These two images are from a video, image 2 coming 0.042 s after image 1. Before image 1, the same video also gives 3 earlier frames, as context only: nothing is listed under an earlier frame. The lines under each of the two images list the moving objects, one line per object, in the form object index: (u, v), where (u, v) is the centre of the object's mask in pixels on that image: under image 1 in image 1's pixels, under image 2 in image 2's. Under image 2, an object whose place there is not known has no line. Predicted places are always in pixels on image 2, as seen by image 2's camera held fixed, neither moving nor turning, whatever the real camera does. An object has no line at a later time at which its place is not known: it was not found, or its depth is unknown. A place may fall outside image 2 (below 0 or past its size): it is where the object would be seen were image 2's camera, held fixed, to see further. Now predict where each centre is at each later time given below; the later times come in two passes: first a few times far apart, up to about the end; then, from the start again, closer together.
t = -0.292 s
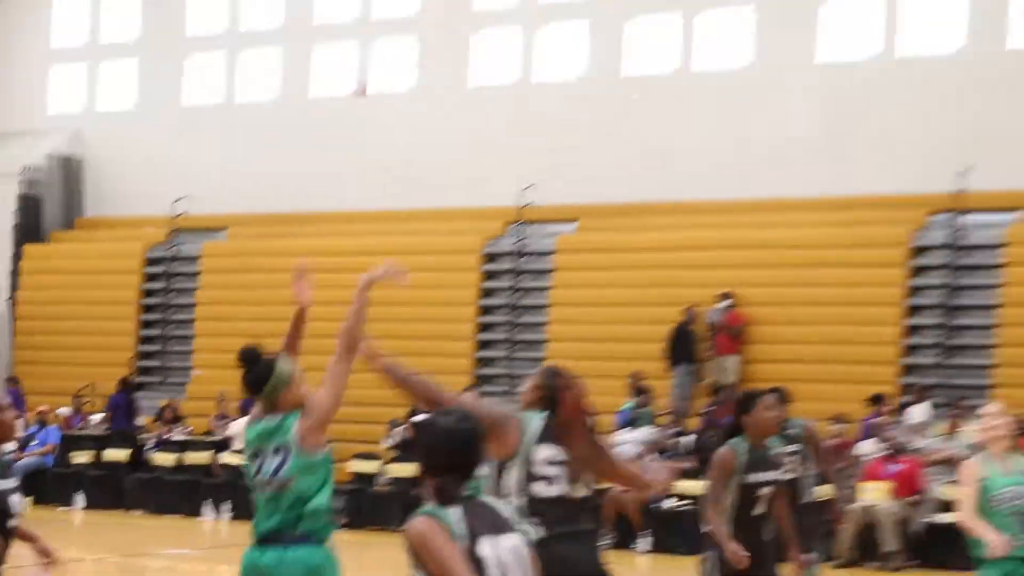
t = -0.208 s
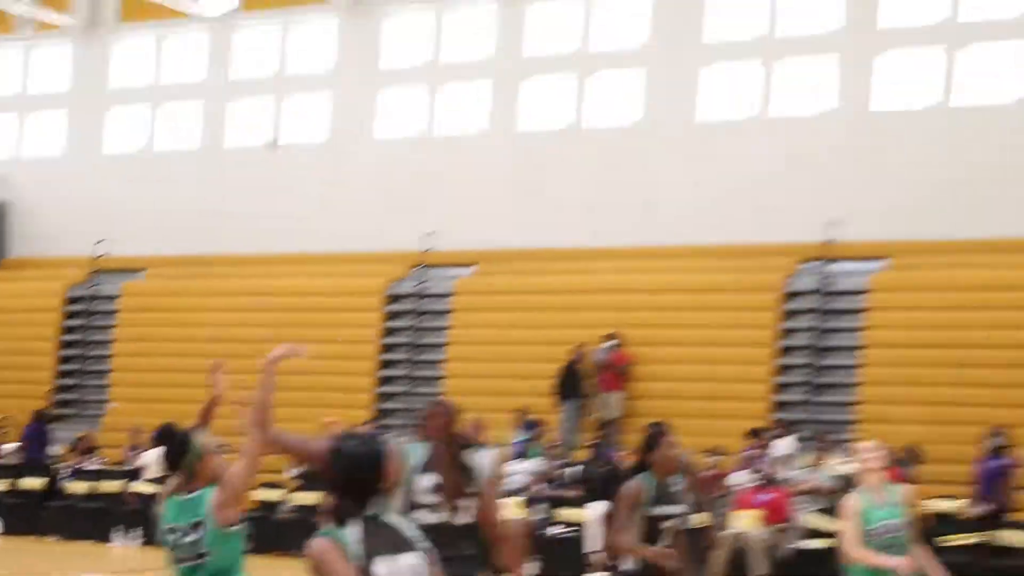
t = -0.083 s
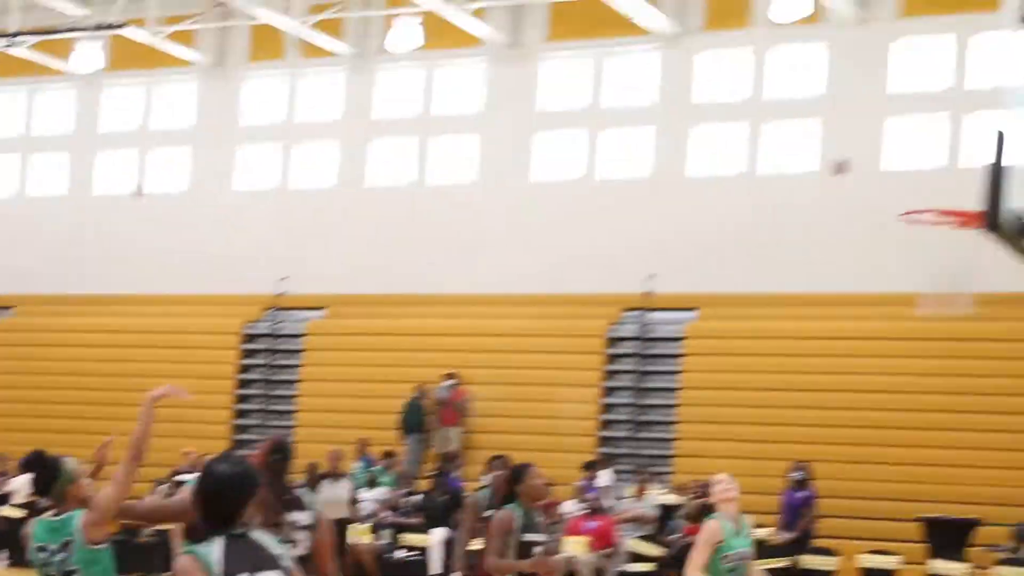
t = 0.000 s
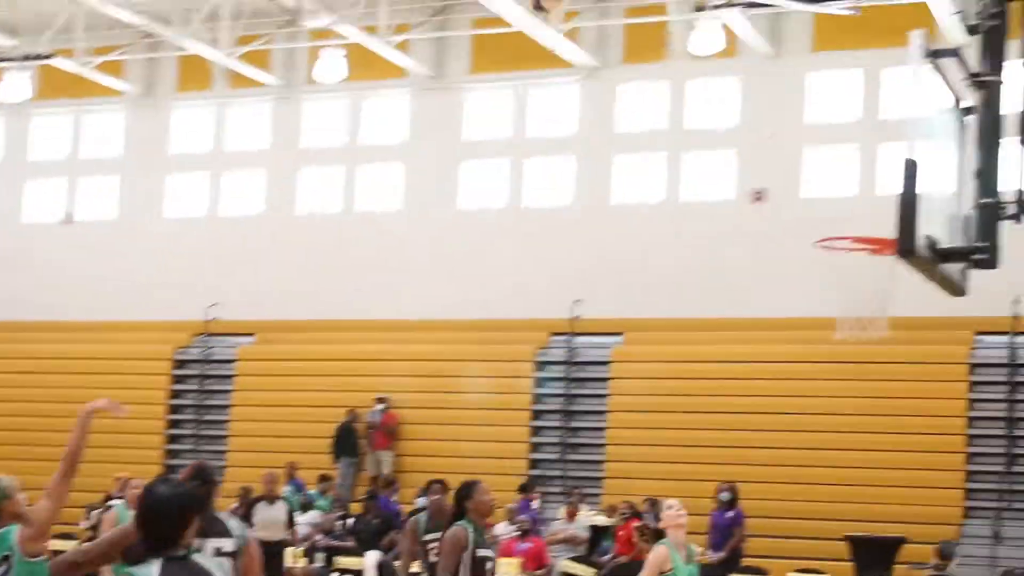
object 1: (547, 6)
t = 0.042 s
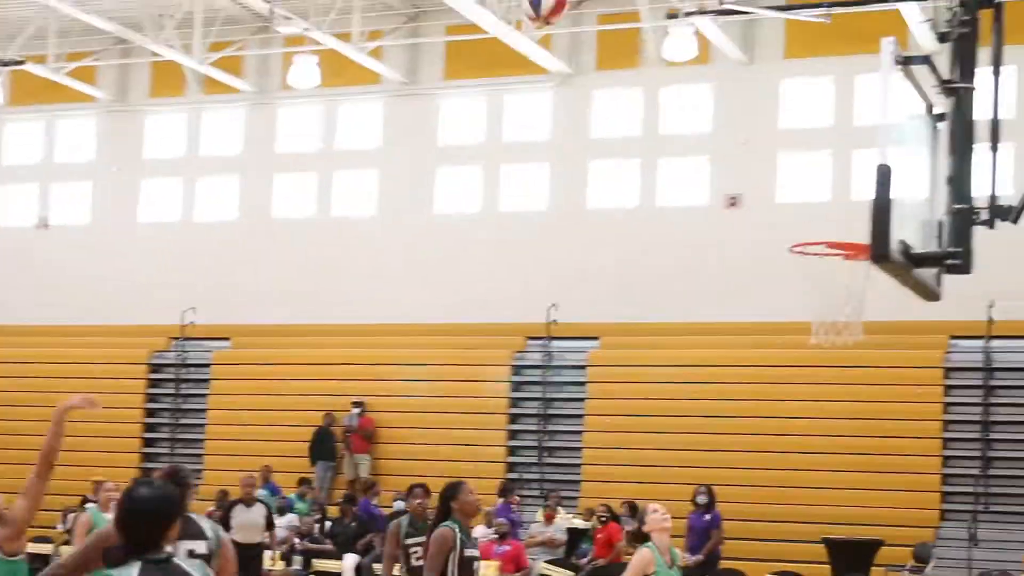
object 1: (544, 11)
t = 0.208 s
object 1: (648, 54)
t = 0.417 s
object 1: (767, 179)
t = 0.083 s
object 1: (568, 17)
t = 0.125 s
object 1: (591, 23)
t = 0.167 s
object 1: (623, 37)
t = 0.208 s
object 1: (648, 54)
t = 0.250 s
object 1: (671, 74)
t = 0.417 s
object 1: (767, 179)
